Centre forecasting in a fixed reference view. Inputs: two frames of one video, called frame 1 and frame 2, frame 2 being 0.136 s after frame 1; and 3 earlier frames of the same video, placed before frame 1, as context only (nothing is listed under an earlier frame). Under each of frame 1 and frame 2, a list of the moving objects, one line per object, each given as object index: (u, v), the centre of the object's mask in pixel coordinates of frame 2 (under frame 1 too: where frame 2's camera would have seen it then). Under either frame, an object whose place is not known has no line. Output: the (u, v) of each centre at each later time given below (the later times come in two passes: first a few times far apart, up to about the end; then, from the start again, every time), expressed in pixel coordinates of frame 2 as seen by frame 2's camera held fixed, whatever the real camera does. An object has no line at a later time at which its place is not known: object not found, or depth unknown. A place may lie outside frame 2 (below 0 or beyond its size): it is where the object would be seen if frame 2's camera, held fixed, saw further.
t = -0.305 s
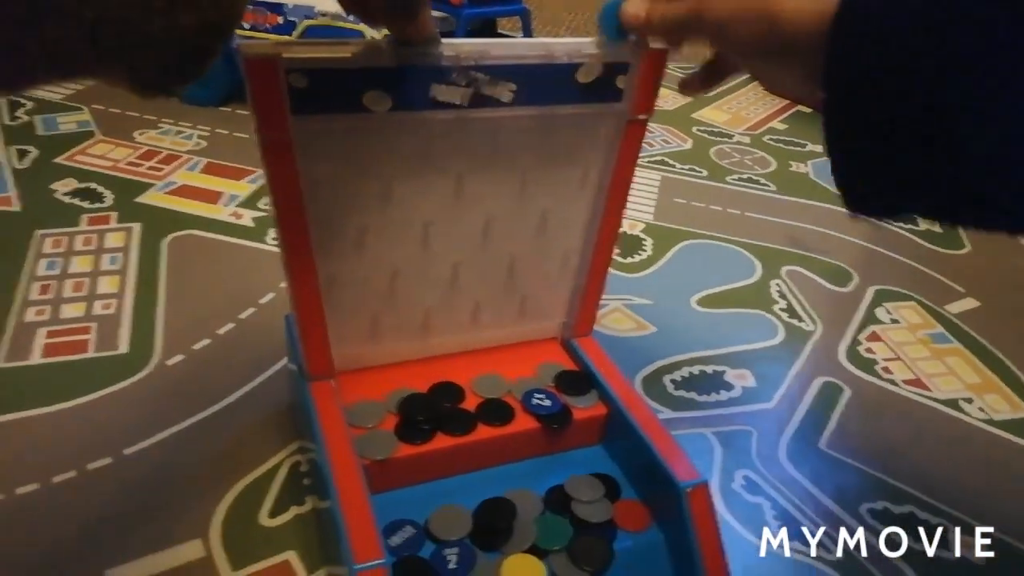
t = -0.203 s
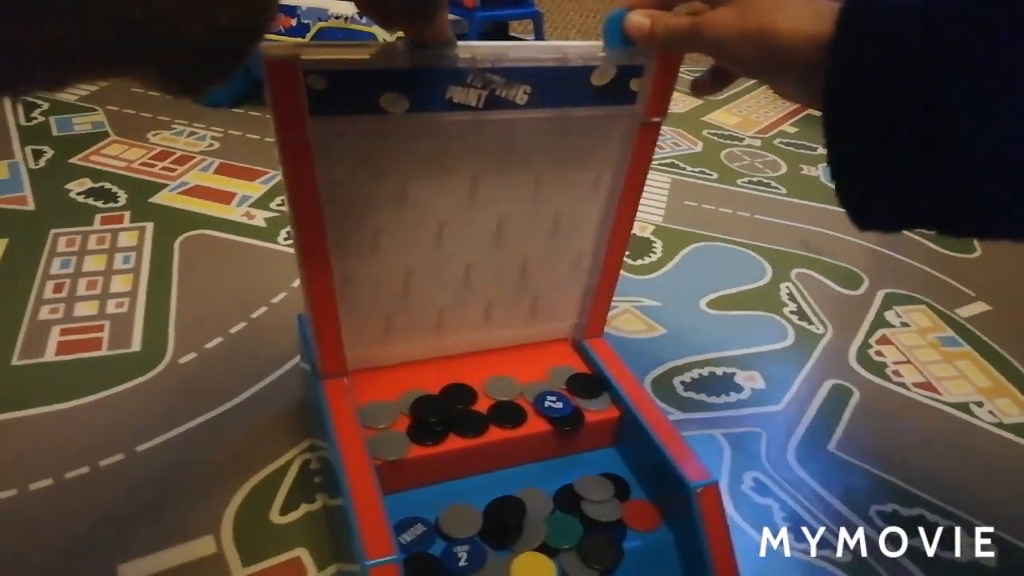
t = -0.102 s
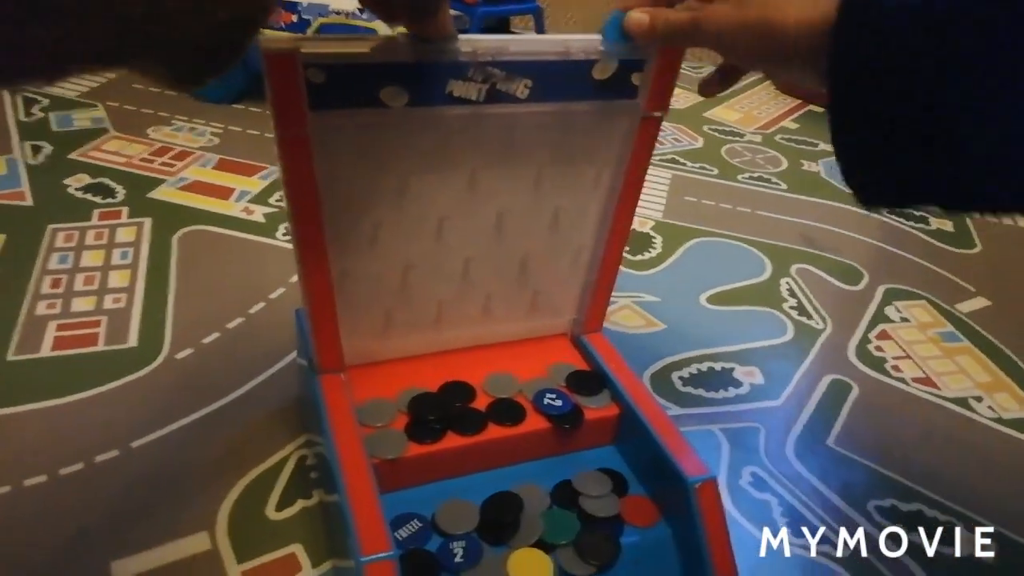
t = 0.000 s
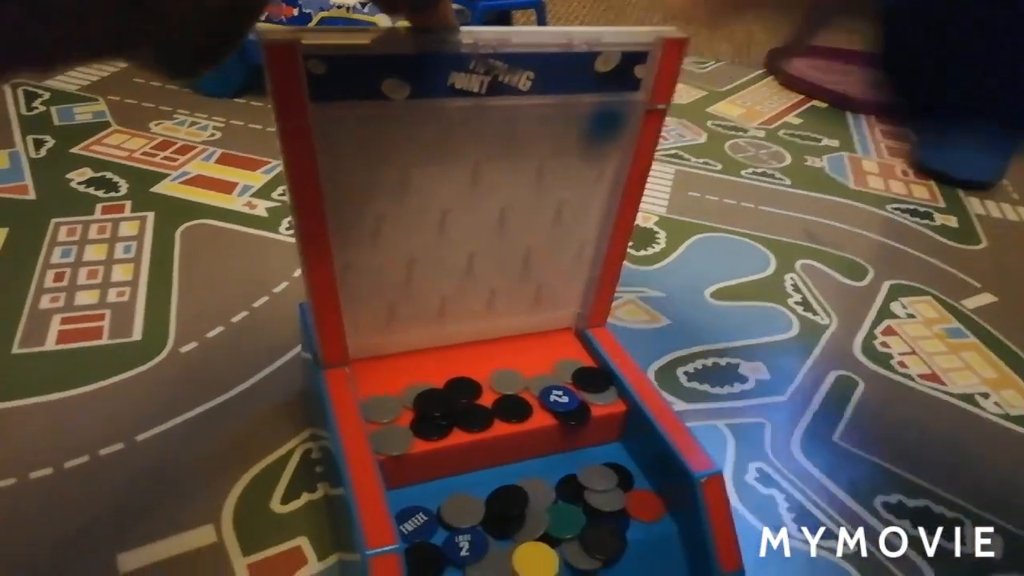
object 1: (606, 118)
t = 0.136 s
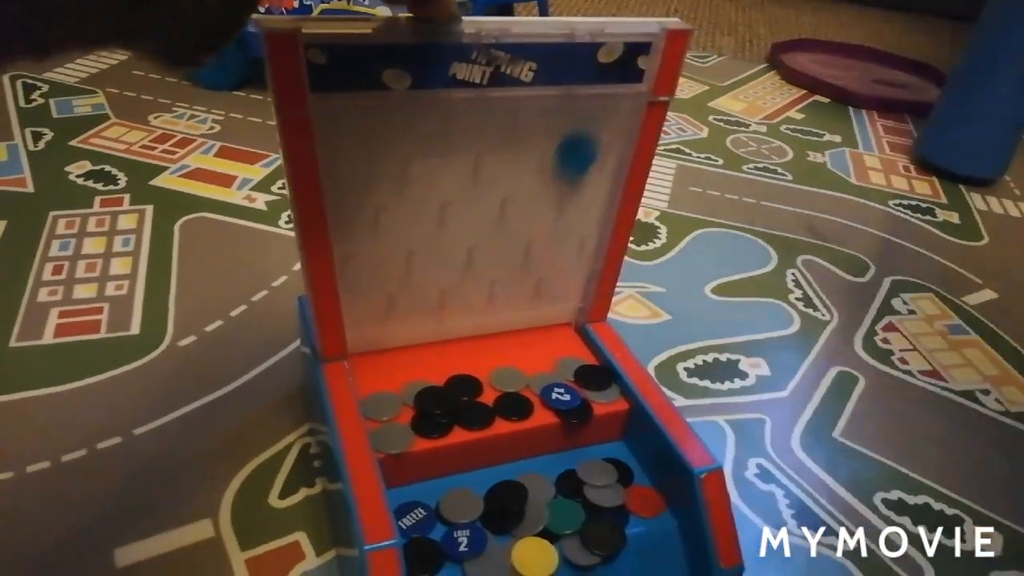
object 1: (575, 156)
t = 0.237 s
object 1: (537, 197)
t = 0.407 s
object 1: (470, 290)
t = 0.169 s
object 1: (561, 167)
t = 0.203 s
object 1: (550, 170)
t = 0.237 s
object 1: (537, 197)
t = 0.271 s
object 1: (522, 212)
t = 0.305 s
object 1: (516, 221)
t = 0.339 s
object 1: (504, 243)
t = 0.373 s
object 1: (477, 274)
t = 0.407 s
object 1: (470, 290)
